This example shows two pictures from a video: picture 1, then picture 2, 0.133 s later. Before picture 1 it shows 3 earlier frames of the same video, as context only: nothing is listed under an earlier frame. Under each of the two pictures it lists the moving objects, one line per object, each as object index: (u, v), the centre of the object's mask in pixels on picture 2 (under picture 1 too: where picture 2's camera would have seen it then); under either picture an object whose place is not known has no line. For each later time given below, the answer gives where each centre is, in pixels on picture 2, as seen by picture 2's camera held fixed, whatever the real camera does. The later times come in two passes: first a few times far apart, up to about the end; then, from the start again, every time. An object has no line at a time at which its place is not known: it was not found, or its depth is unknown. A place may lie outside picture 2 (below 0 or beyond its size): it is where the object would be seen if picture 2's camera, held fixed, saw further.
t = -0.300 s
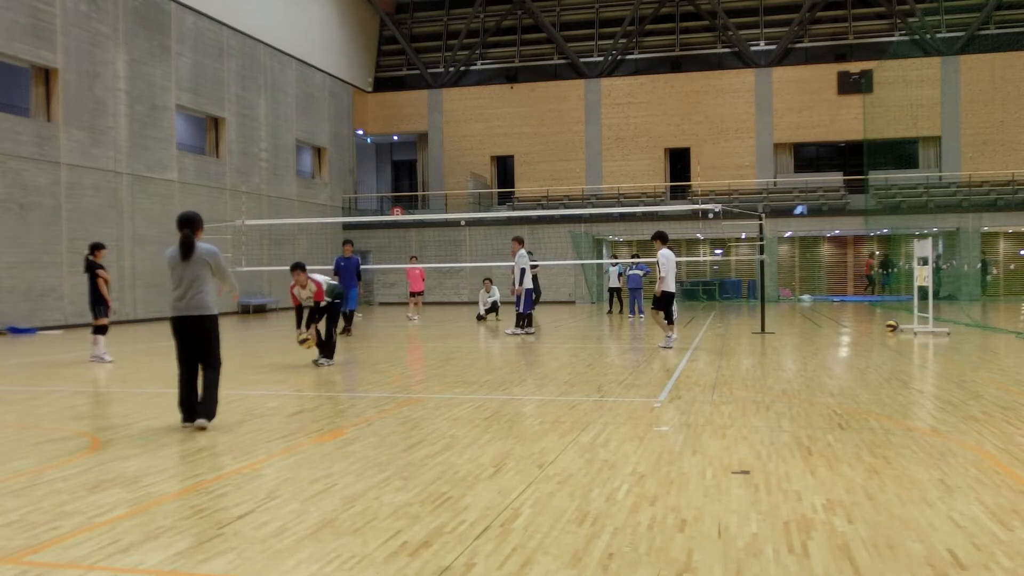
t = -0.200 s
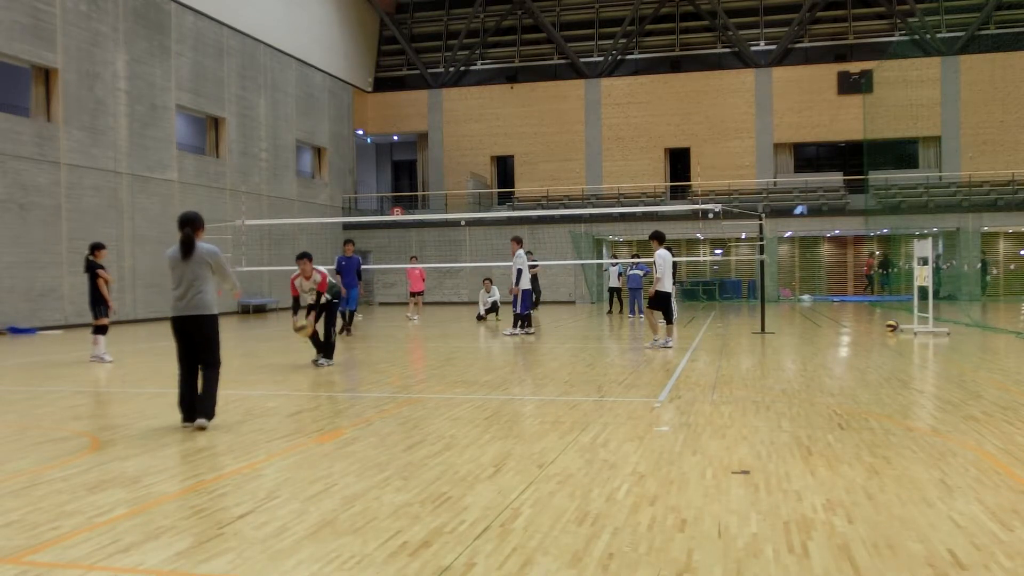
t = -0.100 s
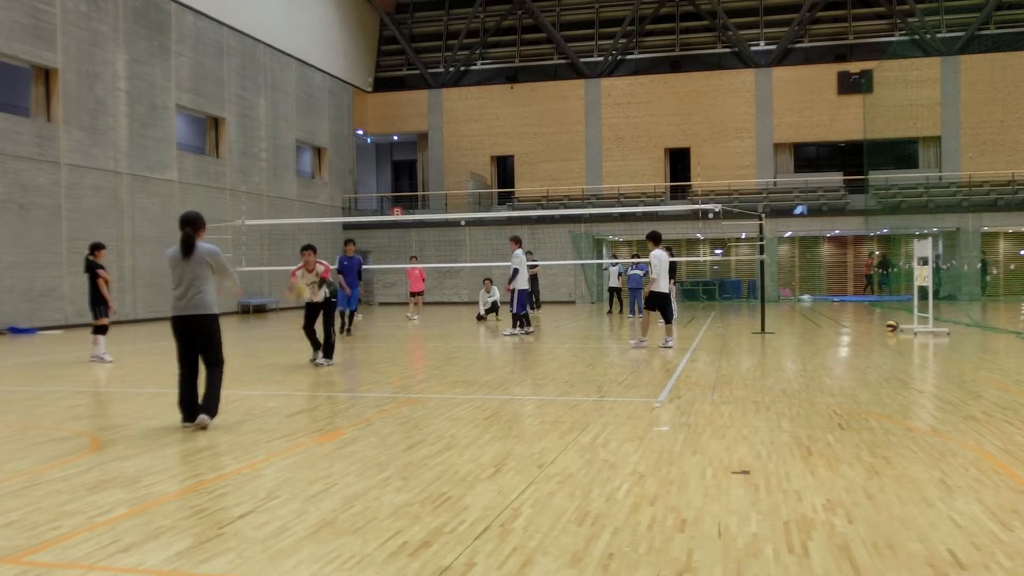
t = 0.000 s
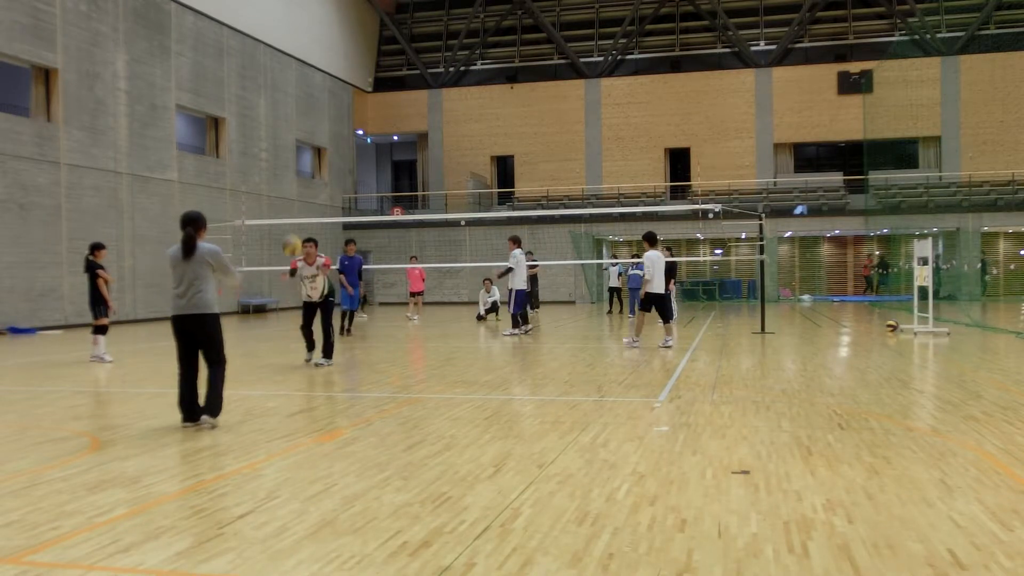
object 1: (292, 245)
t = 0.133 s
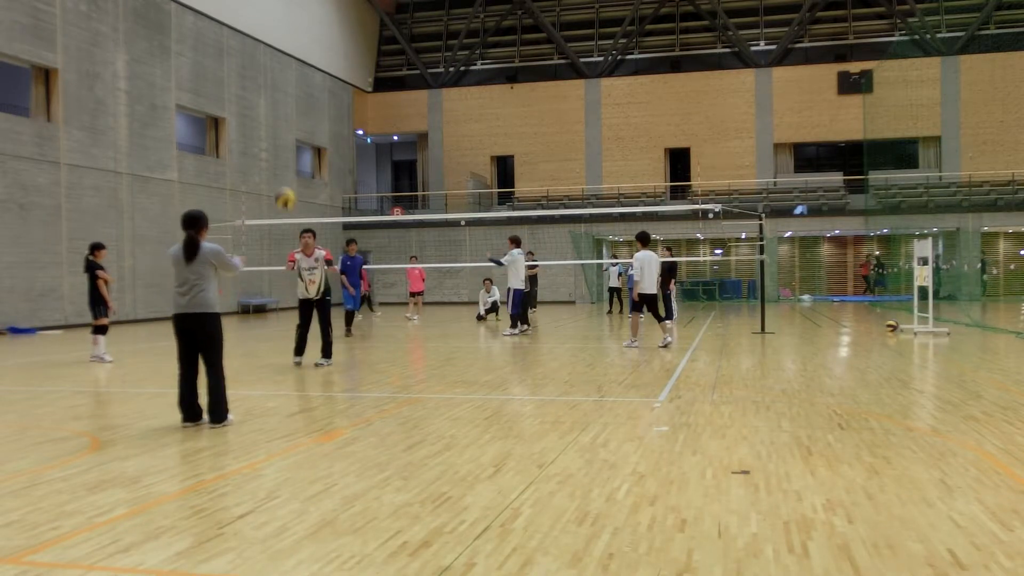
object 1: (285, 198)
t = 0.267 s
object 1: (278, 163)
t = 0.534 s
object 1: (260, 139)
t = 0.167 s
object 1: (283, 188)
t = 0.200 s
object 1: (282, 179)
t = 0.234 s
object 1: (280, 170)
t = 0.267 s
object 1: (278, 163)
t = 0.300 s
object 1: (276, 157)
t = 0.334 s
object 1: (274, 151)
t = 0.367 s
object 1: (272, 146)
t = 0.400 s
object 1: (270, 142)
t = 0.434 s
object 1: (267, 140)
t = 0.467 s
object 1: (265, 138)
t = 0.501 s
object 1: (263, 138)
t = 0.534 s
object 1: (260, 139)
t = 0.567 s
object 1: (258, 141)
